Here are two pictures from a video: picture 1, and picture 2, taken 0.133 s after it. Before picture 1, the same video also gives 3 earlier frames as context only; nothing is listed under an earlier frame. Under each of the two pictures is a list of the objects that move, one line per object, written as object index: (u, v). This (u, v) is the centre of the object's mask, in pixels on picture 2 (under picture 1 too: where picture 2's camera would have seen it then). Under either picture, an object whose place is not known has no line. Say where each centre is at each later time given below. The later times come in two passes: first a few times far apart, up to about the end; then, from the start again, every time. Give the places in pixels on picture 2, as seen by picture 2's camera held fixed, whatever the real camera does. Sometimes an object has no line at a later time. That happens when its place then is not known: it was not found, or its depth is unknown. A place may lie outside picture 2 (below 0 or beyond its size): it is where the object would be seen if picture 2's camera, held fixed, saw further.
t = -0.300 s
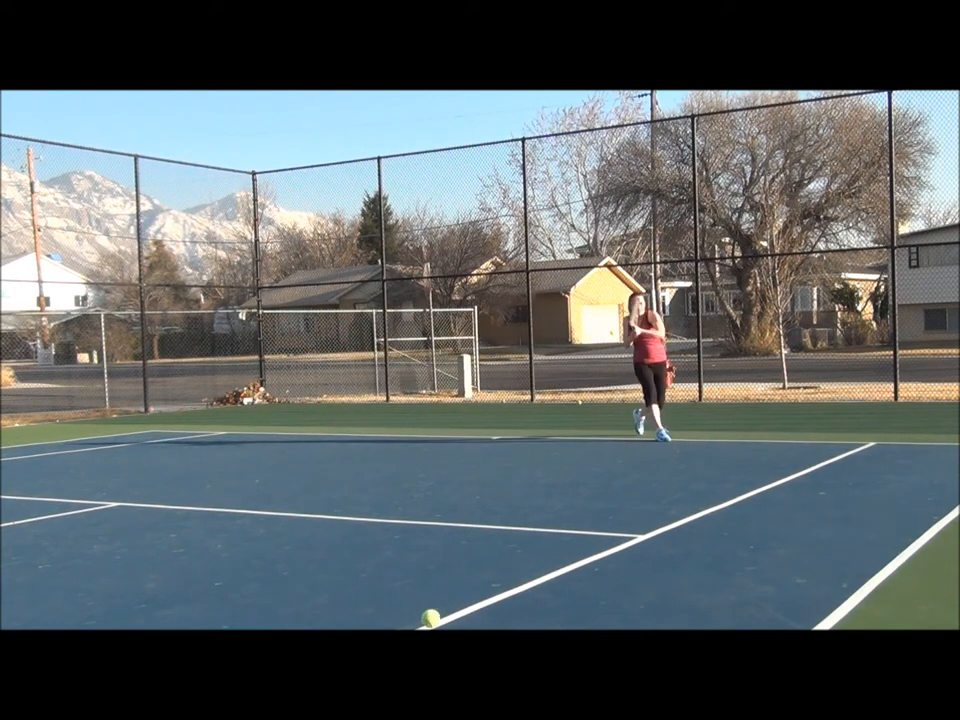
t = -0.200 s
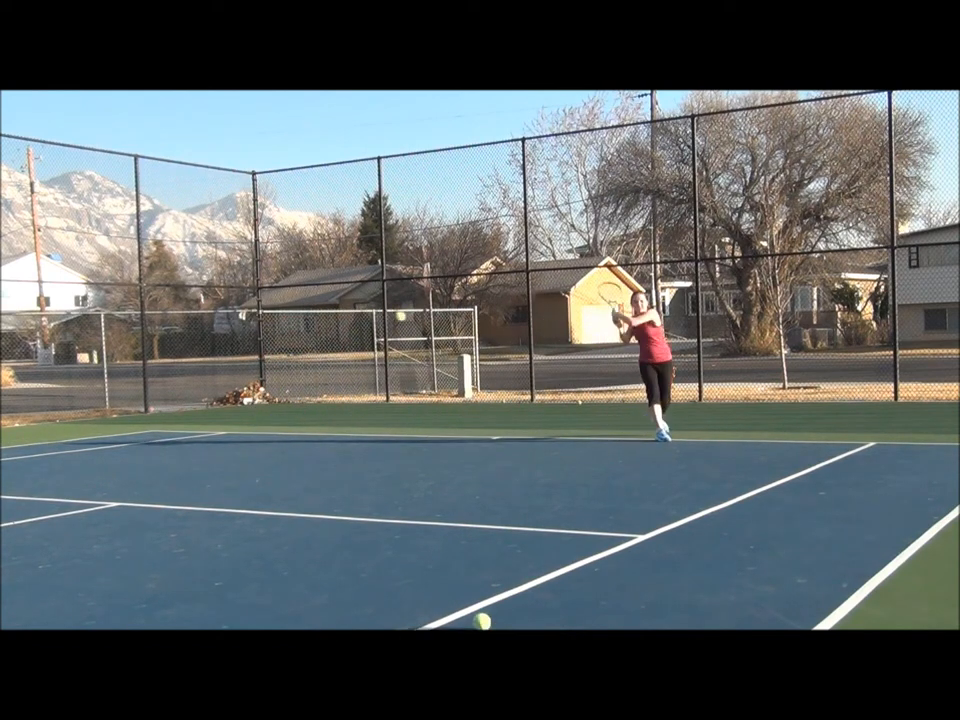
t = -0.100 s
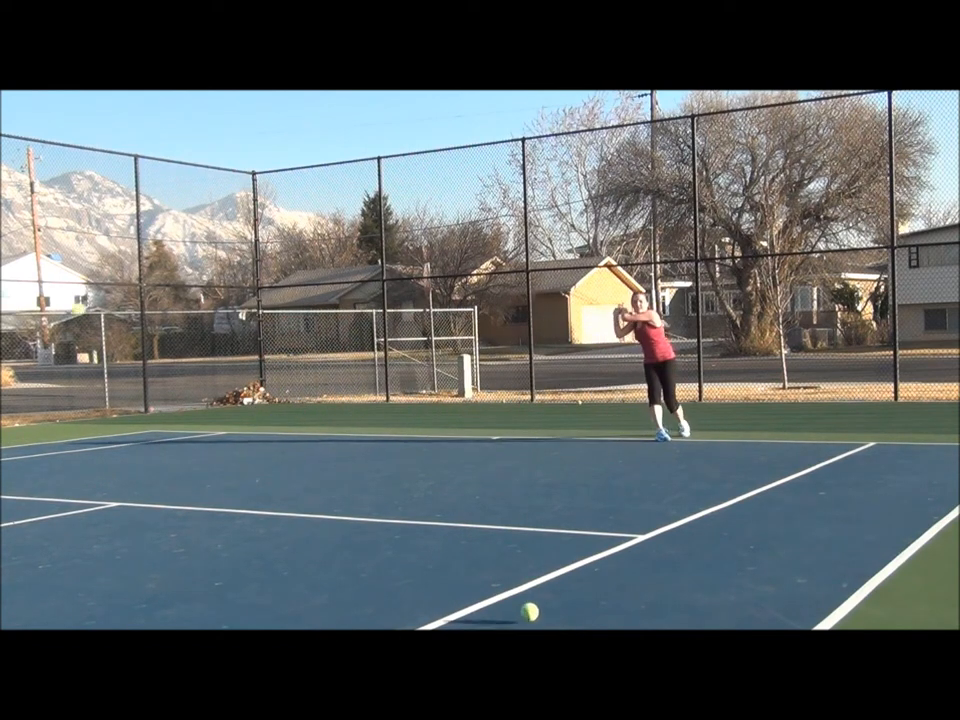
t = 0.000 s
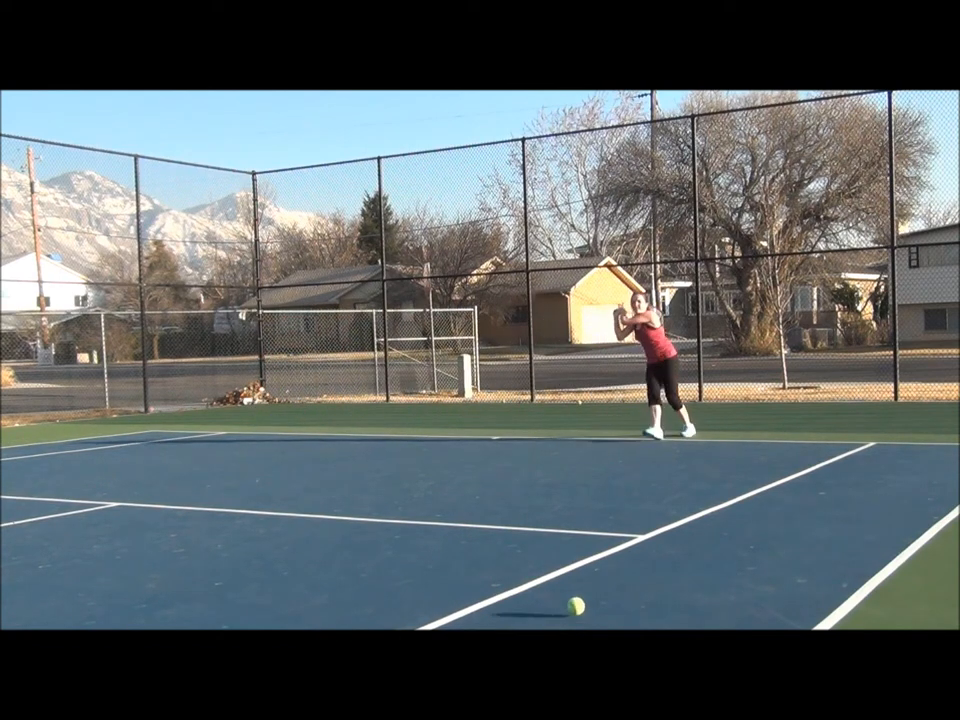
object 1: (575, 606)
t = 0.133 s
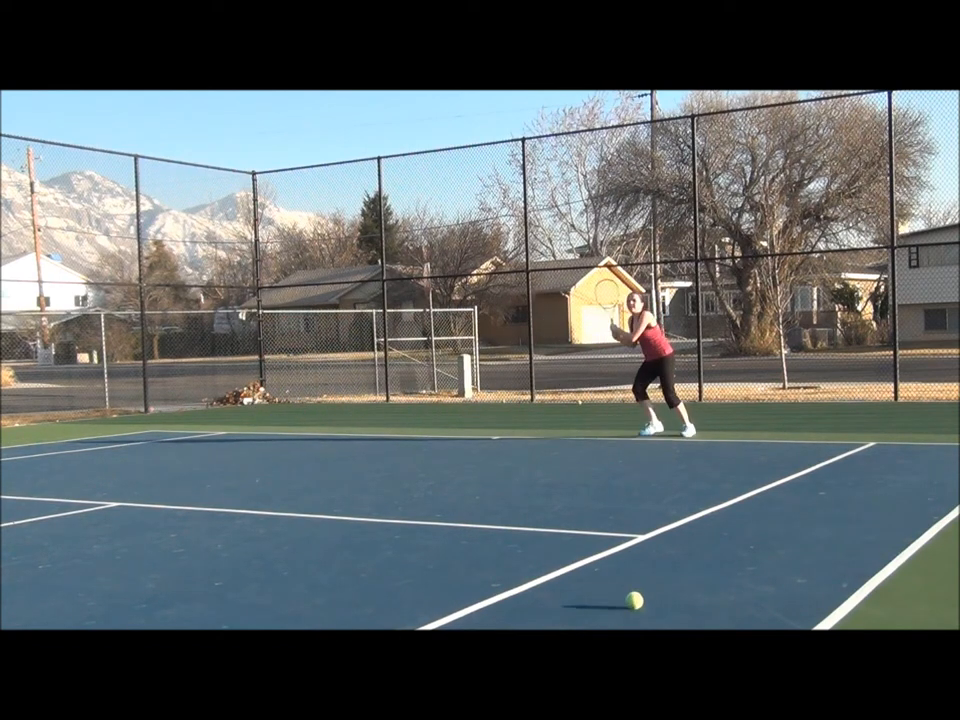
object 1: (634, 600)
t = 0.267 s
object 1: (689, 592)
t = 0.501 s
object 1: (780, 580)
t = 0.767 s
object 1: (872, 567)
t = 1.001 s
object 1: (945, 558)
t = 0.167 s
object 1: (648, 597)
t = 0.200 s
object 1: (662, 596)
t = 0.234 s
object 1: (676, 594)
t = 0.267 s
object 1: (689, 592)
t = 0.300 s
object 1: (703, 590)
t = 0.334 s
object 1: (716, 589)
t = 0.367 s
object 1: (729, 587)
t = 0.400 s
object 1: (742, 585)
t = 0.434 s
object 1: (755, 583)
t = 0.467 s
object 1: (767, 582)
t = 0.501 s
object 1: (780, 580)
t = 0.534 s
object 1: (792, 579)
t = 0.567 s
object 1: (804, 577)
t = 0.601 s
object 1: (815, 575)
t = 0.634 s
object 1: (827, 574)
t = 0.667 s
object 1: (839, 572)
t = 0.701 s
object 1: (850, 571)
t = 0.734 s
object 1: (861, 569)
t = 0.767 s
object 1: (872, 567)
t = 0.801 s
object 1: (882, 566)
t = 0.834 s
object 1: (893, 565)
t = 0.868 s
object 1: (904, 563)
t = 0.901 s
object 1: (916, 563)
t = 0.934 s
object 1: (925, 561)
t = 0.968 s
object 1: (935, 560)
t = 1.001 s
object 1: (945, 558)
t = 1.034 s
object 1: (954, 557)
